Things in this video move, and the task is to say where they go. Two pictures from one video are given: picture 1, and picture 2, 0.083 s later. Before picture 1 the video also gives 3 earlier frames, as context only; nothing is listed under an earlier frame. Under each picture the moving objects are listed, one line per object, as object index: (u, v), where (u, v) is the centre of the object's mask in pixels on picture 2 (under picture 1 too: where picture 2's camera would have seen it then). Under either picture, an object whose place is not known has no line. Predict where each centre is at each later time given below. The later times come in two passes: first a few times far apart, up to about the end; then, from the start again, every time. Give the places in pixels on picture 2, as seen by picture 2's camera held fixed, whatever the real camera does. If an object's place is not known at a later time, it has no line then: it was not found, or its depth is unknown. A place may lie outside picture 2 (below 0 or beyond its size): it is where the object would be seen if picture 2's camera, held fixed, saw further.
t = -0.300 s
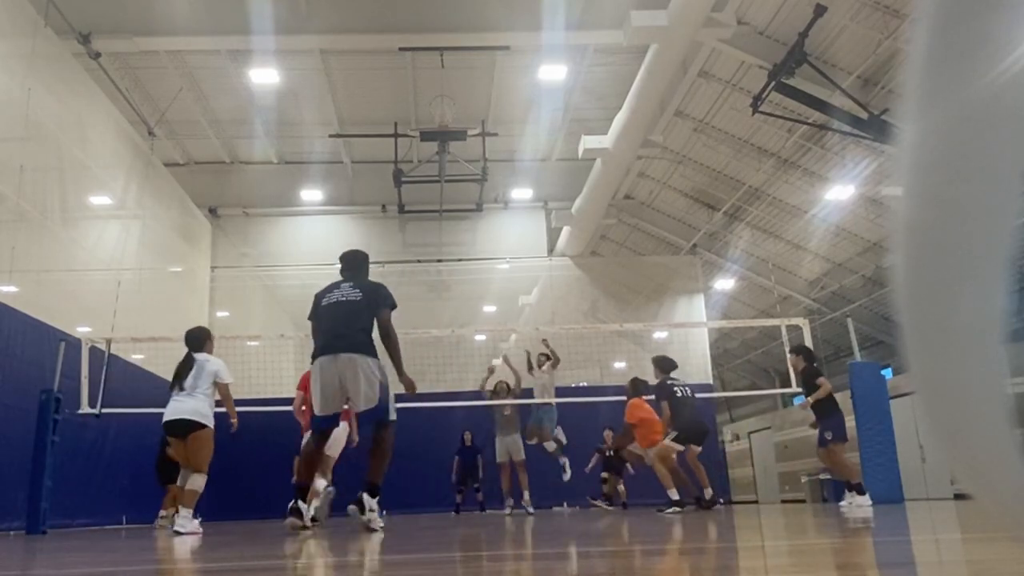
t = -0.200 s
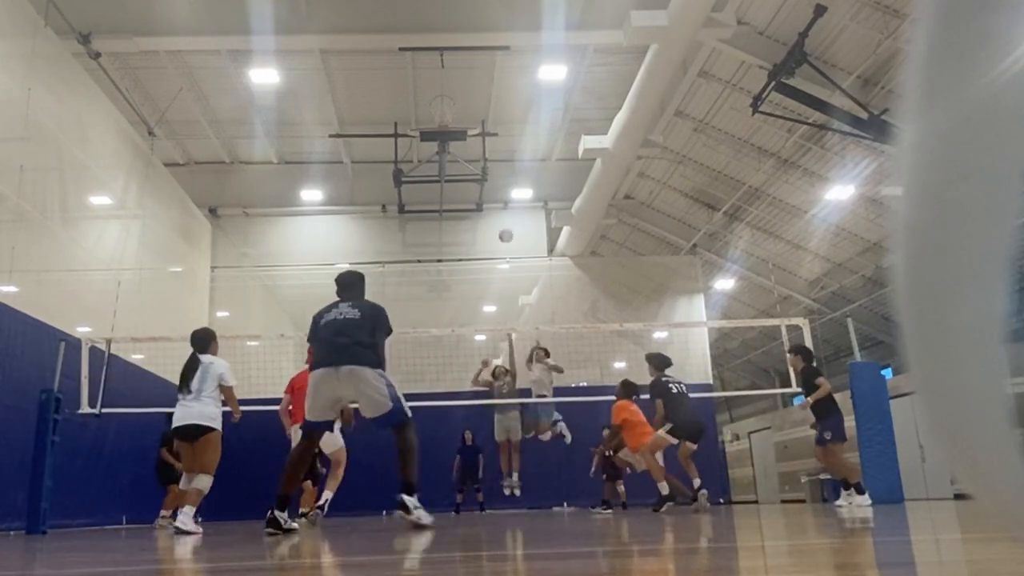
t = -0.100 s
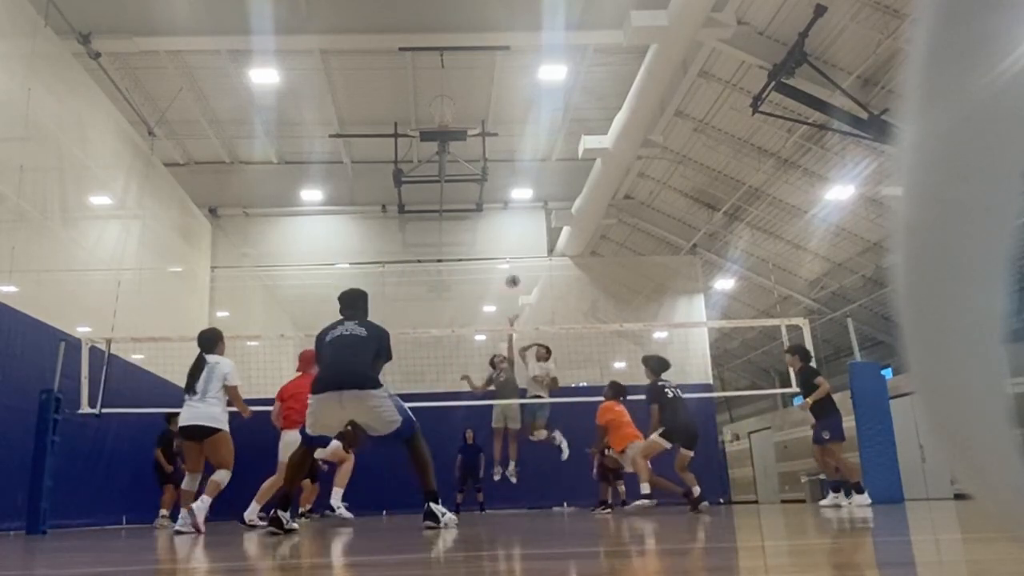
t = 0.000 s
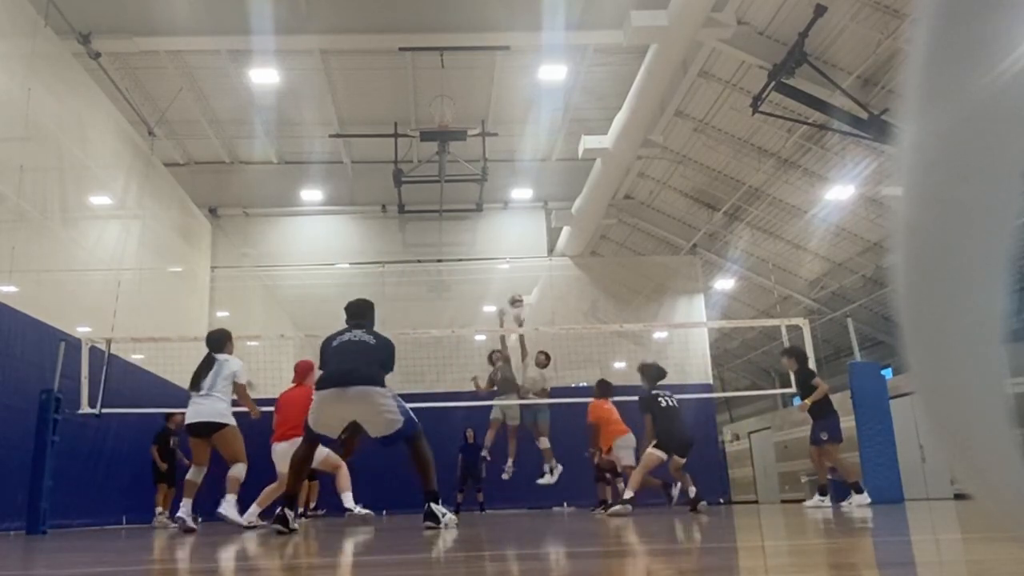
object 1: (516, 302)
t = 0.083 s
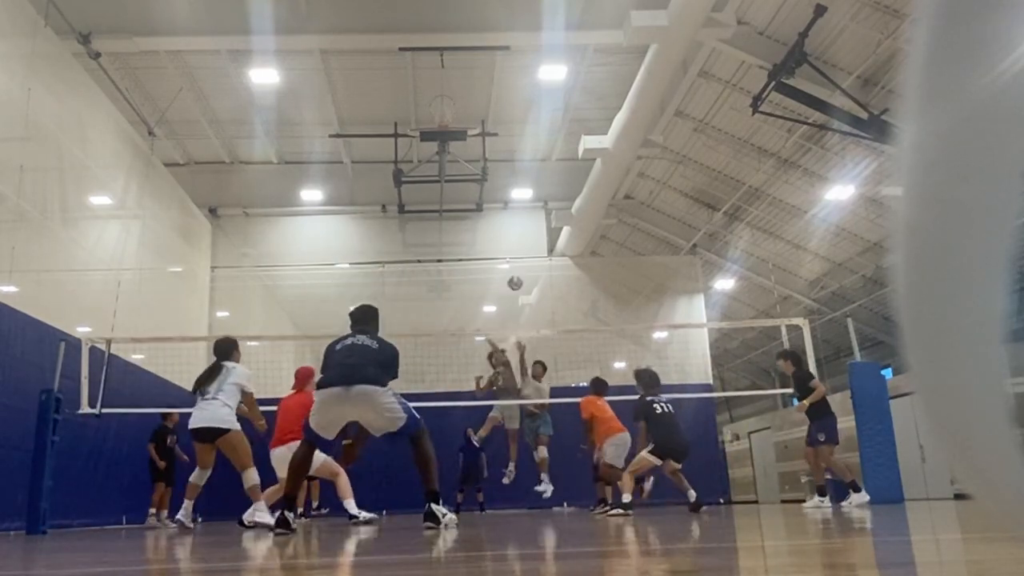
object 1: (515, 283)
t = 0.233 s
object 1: (514, 262)
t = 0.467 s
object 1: (515, 259)
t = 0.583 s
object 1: (517, 273)
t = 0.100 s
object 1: (515, 280)
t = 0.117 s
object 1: (515, 277)
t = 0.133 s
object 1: (515, 274)
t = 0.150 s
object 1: (515, 272)
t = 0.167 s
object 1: (514, 269)
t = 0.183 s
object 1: (514, 267)
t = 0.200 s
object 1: (514, 265)
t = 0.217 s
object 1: (514, 263)
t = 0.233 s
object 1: (514, 262)
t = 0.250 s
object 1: (514, 260)
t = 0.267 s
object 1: (514, 259)
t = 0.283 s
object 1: (514, 258)
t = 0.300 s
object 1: (514, 257)
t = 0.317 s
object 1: (514, 256)
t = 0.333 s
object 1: (514, 256)
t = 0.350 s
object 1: (514, 256)
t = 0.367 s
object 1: (514, 256)
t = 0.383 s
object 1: (514, 256)
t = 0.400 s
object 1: (514, 256)
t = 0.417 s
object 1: (515, 257)
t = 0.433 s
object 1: (515, 258)
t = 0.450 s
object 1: (515, 258)
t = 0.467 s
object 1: (515, 259)
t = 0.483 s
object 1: (515, 261)
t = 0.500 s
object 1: (515, 262)
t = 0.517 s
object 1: (516, 264)
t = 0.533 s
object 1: (516, 265)
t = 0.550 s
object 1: (516, 268)
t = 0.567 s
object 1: (516, 270)
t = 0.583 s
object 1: (517, 273)
